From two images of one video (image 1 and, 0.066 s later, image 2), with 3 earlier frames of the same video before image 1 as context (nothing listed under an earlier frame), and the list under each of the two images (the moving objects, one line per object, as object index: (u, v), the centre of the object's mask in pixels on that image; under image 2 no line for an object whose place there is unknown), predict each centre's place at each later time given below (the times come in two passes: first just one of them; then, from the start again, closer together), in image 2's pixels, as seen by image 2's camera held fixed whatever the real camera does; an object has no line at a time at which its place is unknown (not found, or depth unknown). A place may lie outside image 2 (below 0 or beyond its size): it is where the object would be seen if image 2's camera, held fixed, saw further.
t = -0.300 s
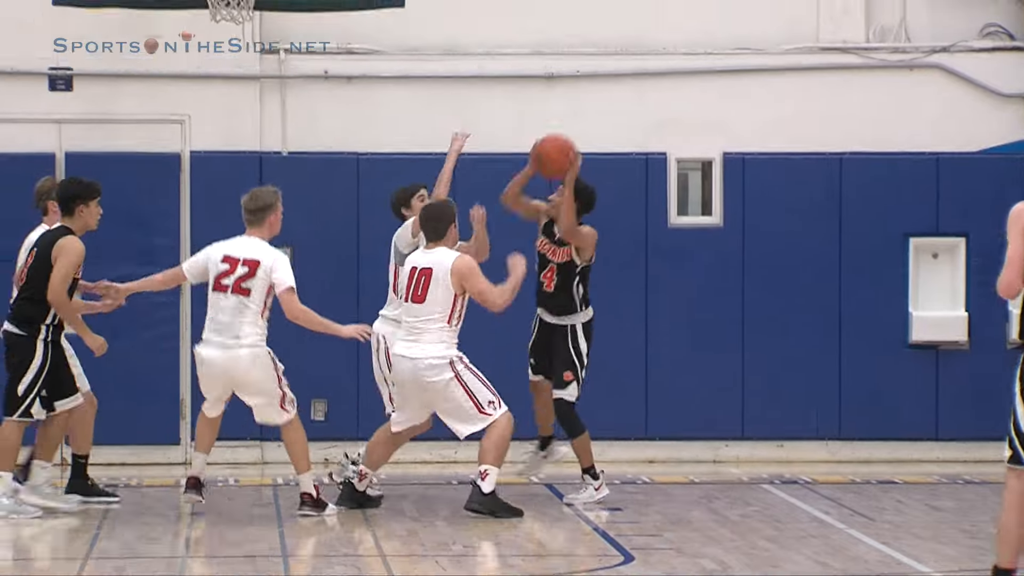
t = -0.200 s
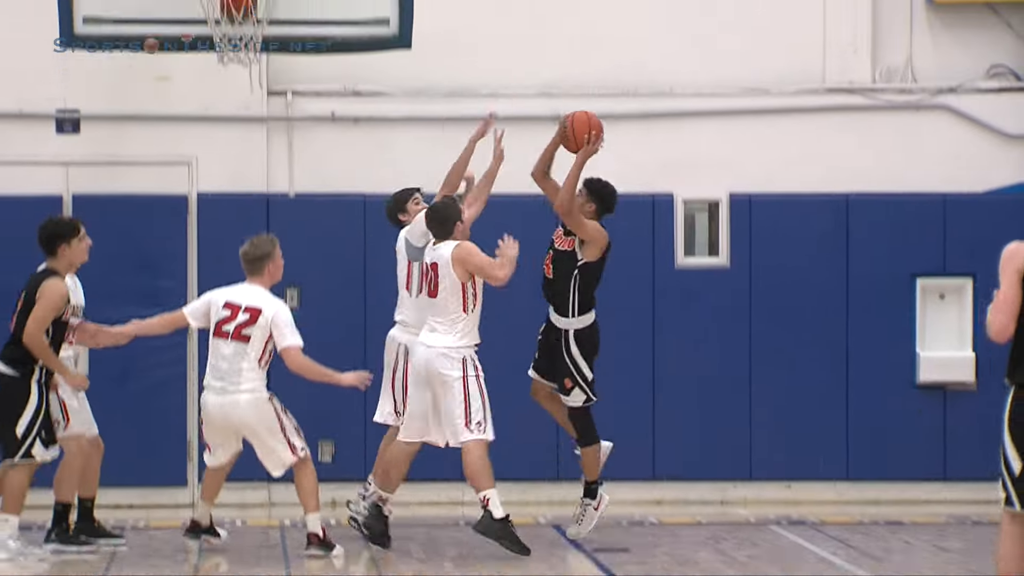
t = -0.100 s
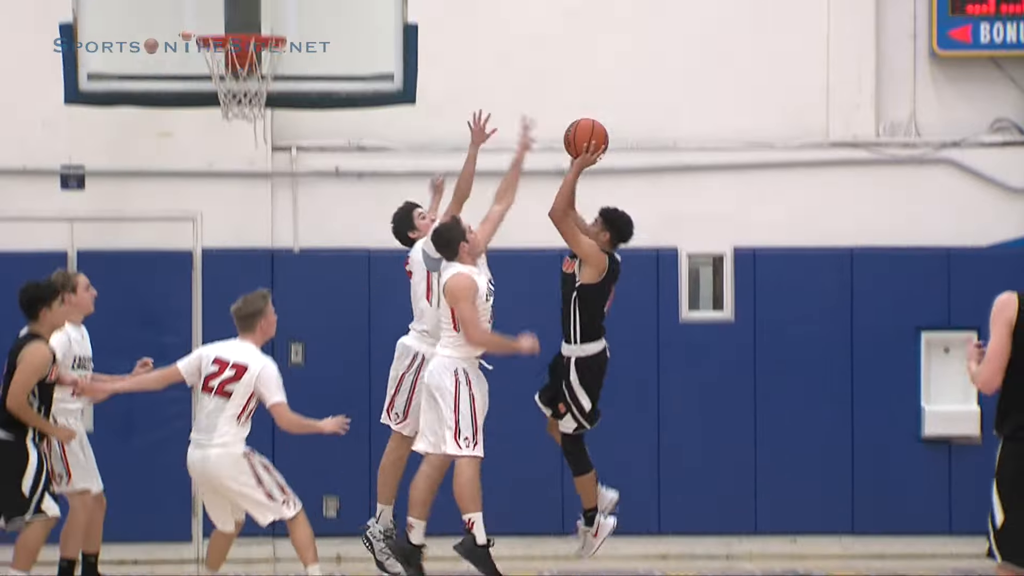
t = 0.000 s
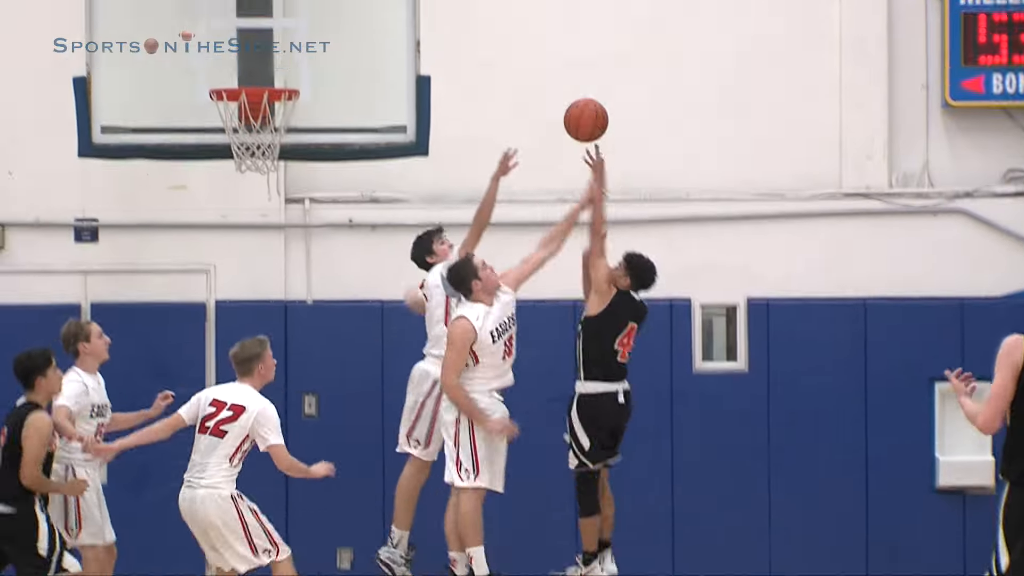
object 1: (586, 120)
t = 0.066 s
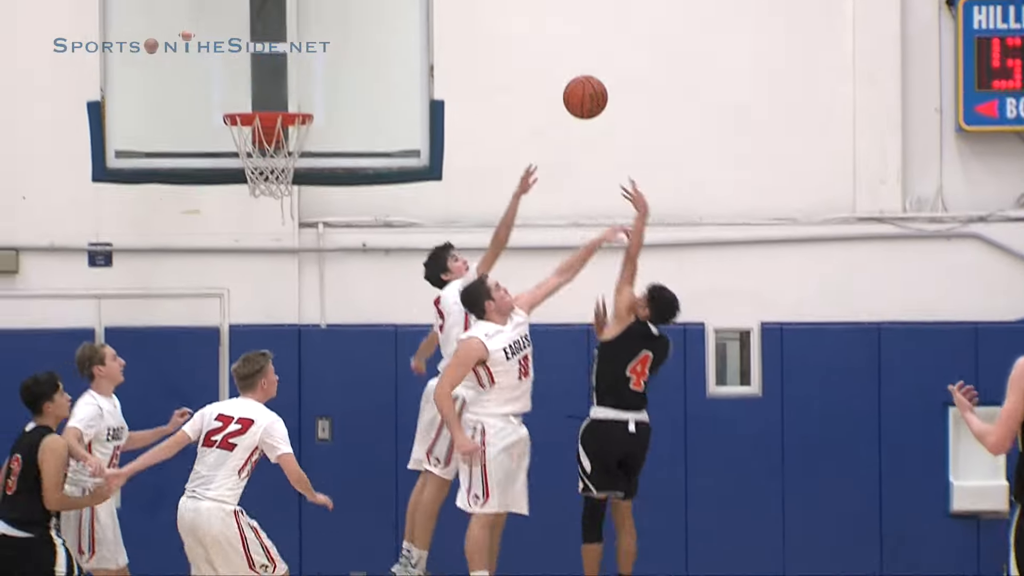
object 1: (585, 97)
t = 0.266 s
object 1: (540, 3)
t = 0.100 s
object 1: (577, 76)
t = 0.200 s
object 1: (555, 26)
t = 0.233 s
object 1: (547, 13)
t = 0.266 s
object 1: (540, 3)
